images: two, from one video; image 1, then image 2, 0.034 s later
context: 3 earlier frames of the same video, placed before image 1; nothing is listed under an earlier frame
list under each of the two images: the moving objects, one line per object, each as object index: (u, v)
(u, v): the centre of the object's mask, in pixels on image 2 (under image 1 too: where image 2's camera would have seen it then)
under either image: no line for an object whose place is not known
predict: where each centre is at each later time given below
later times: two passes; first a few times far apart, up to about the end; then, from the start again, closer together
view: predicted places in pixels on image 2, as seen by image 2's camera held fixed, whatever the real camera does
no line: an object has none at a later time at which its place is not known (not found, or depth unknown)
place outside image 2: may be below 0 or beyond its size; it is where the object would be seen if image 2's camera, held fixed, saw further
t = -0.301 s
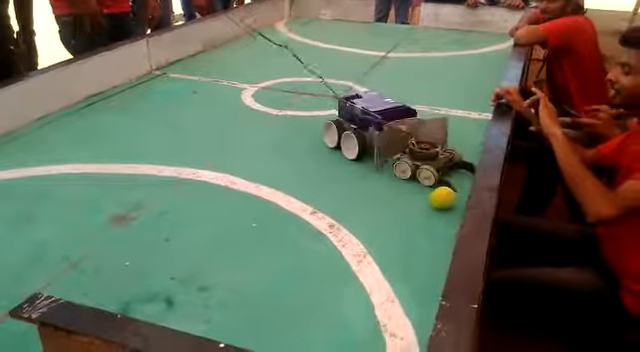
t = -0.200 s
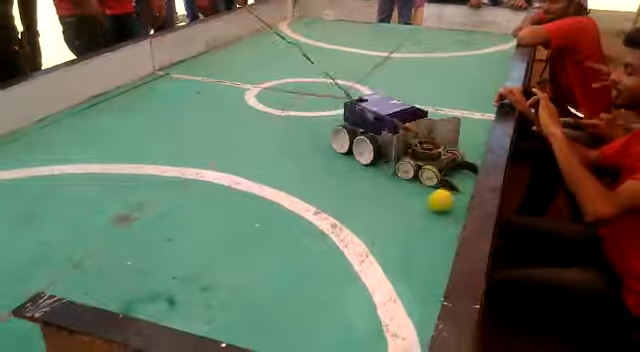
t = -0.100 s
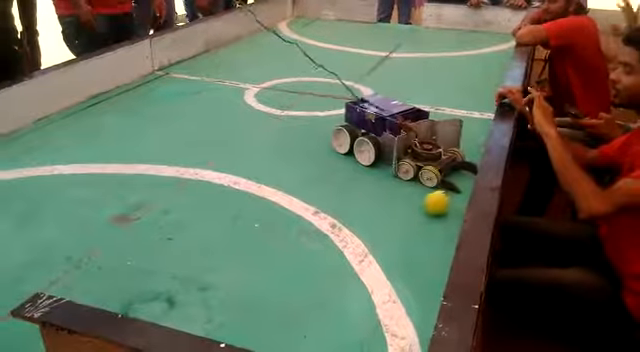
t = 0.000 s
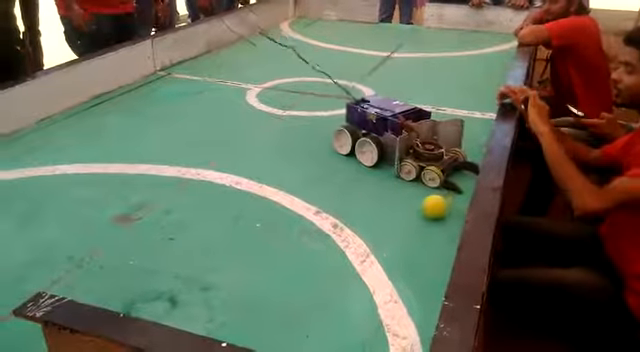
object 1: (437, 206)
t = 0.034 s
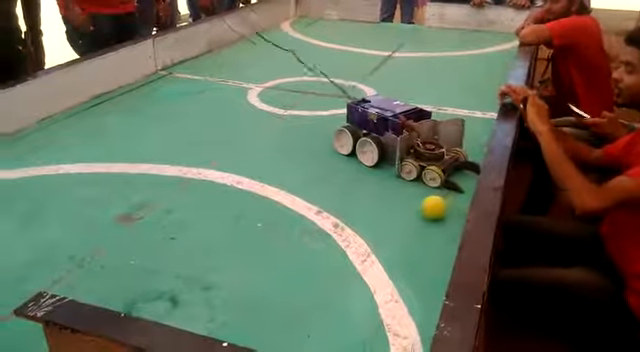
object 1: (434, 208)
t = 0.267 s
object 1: (423, 215)
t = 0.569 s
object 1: (410, 221)
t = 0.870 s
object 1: (396, 225)
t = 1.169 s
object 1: (388, 230)
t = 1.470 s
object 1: (383, 235)
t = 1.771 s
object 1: (379, 240)
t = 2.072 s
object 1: (376, 243)
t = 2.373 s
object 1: (374, 242)
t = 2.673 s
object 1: (370, 240)
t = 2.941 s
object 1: (368, 240)
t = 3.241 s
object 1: (368, 239)
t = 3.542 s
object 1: (367, 239)
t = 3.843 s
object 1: (367, 239)
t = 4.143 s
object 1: (367, 239)
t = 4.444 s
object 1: (367, 239)
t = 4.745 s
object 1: (367, 239)
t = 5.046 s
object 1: (367, 240)
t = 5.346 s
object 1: (367, 240)
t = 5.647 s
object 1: (367, 239)
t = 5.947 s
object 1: (367, 239)
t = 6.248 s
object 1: (367, 239)
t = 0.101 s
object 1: (430, 209)
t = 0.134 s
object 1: (429, 210)
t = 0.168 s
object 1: (428, 211)
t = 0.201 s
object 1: (427, 212)
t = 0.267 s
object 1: (423, 215)
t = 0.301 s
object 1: (421, 216)
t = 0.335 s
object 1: (419, 217)
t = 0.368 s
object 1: (418, 217)
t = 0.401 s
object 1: (417, 218)
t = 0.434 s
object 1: (416, 218)
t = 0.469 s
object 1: (414, 219)
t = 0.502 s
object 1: (413, 219)
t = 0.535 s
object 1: (410, 220)
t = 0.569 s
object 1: (410, 221)
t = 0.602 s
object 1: (406, 222)
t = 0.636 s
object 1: (404, 222)
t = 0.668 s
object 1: (403, 223)
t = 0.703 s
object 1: (402, 223)
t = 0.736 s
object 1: (400, 224)
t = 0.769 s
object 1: (399, 224)
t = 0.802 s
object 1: (399, 224)
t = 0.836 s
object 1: (397, 225)
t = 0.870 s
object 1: (396, 225)
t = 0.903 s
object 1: (396, 225)
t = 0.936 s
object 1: (395, 226)
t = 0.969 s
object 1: (394, 226)
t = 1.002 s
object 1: (393, 228)
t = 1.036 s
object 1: (392, 228)
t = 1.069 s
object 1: (390, 229)
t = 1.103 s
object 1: (390, 229)
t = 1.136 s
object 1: (389, 230)
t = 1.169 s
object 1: (388, 230)
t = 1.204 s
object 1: (387, 231)
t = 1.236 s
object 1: (387, 231)
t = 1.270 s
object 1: (387, 232)
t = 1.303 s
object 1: (386, 233)
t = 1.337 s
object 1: (386, 233)
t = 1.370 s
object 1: (385, 234)
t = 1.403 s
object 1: (383, 234)
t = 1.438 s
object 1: (383, 234)
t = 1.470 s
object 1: (383, 235)
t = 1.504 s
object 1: (382, 236)
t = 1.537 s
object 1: (382, 236)
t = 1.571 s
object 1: (381, 237)
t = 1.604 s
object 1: (381, 237)
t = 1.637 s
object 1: (380, 238)
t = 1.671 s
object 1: (380, 239)
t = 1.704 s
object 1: (380, 239)
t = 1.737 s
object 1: (380, 240)
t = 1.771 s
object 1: (379, 240)
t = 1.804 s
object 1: (378, 241)
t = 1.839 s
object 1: (379, 241)
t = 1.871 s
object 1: (378, 241)
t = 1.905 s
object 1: (378, 242)
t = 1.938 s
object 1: (377, 242)
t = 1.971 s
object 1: (377, 243)
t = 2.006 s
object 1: (377, 243)
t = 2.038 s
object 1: (377, 243)
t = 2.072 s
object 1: (376, 243)
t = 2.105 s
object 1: (376, 243)
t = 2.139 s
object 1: (376, 243)
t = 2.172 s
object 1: (376, 242)
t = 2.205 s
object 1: (375, 242)
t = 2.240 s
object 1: (375, 242)
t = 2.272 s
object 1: (375, 242)
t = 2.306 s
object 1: (374, 242)
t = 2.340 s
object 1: (374, 242)
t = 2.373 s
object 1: (374, 242)
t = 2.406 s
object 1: (374, 242)
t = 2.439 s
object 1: (374, 241)
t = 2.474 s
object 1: (372, 241)
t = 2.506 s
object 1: (372, 241)
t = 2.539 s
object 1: (372, 241)
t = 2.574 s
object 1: (372, 241)
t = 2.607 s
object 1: (371, 239)
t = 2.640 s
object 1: (370, 240)
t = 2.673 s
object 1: (370, 240)
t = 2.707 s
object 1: (370, 239)
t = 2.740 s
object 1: (370, 239)
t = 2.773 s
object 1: (370, 239)
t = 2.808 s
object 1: (369, 240)
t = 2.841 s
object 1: (369, 240)
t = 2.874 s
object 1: (369, 240)
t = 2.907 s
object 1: (369, 240)
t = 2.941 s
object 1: (368, 240)
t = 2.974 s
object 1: (368, 240)
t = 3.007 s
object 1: (368, 239)
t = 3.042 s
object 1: (368, 239)
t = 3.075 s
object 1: (368, 240)
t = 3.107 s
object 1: (368, 239)
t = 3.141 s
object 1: (368, 240)
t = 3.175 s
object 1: (368, 239)
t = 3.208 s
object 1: (368, 239)
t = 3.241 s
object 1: (368, 239)
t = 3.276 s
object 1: (368, 239)
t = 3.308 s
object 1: (368, 239)
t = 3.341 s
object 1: (368, 239)
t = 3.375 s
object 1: (368, 239)
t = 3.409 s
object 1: (368, 239)
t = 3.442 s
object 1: (368, 239)
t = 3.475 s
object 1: (368, 240)
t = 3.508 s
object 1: (368, 239)
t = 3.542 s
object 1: (367, 239)
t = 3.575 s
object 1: (367, 239)
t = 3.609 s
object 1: (367, 239)
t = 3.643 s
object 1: (367, 239)
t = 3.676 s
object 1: (367, 239)
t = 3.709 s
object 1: (367, 239)
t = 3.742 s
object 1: (367, 239)
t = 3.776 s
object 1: (367, 239)
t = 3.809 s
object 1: (367, 239)
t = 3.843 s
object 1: (367, 239)
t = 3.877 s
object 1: (367, 239)
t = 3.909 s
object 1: (367, 239)
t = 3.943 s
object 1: (367, 239)
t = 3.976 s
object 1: (367, 239)
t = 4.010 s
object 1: (367, 239)
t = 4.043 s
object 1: (367, 239)
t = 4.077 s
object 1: (367, 239)
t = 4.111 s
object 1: (367, 239)
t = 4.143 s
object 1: (367, 239)
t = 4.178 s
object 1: (367, 239)
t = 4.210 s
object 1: (367, 239)
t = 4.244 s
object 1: (367, 239)
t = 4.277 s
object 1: (367, 239)
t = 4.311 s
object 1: (367, 239)
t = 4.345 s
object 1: (367, 239)
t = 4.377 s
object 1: (367, 239)
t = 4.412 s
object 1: (367, 239)
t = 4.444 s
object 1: (367, 239)
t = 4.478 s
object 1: (367, 239)
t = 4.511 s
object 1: (367, 239)
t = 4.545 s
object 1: (367, 239)
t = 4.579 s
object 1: (367, 239)
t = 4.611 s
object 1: (367, 239)
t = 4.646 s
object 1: (367, 239)
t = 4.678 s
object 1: (367, 239)
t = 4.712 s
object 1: (367, 239)
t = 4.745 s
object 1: (367, 239)
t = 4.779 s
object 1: (367, 240)
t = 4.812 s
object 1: (367, 239)
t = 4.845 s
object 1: (367, 240)
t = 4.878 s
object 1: (367, 240)
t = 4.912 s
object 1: (367, 240)
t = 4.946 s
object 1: (367, 240)
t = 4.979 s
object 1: (367, 240)
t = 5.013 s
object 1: (367, 240)
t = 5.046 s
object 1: (367, 240)
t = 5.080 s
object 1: (367, 240)
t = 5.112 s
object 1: (367, 240)
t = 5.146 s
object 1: (367, 240)
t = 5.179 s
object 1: (367, 240)
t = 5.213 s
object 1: (367, 240)
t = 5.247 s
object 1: (367, 240)
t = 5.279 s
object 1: (367, 240)
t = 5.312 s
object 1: (367, 240)
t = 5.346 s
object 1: (367, 240)
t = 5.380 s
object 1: (367, 240)
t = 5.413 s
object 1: (367, 240)
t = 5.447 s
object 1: (367, 240)
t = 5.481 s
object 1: (367, 240)
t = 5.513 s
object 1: (367, 240)
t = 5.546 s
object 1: (367, 240)
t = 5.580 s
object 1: (367, 240)
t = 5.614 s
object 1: (367, 240)
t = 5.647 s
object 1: (367, 239)
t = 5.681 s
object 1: (367, 240)
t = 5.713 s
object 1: (367, 239)
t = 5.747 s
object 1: (367, 239)
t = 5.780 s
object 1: (367, 239)
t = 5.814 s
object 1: (367, 239)
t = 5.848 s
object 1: (367, 240)
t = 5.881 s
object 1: (367, 239)
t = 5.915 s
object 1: (367, 239)
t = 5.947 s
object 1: (367, 239)
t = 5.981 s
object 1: (367, 239)
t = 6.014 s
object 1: (367, 239)
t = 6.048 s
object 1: (367, 239)
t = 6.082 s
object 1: (367, 240)
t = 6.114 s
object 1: (367, 240)
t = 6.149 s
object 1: (367, 239)
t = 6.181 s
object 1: (367, 239)
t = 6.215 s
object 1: (367, 239)
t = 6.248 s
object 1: (367, 239)
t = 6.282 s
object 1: (367, 239)
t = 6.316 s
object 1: (367, 239)
